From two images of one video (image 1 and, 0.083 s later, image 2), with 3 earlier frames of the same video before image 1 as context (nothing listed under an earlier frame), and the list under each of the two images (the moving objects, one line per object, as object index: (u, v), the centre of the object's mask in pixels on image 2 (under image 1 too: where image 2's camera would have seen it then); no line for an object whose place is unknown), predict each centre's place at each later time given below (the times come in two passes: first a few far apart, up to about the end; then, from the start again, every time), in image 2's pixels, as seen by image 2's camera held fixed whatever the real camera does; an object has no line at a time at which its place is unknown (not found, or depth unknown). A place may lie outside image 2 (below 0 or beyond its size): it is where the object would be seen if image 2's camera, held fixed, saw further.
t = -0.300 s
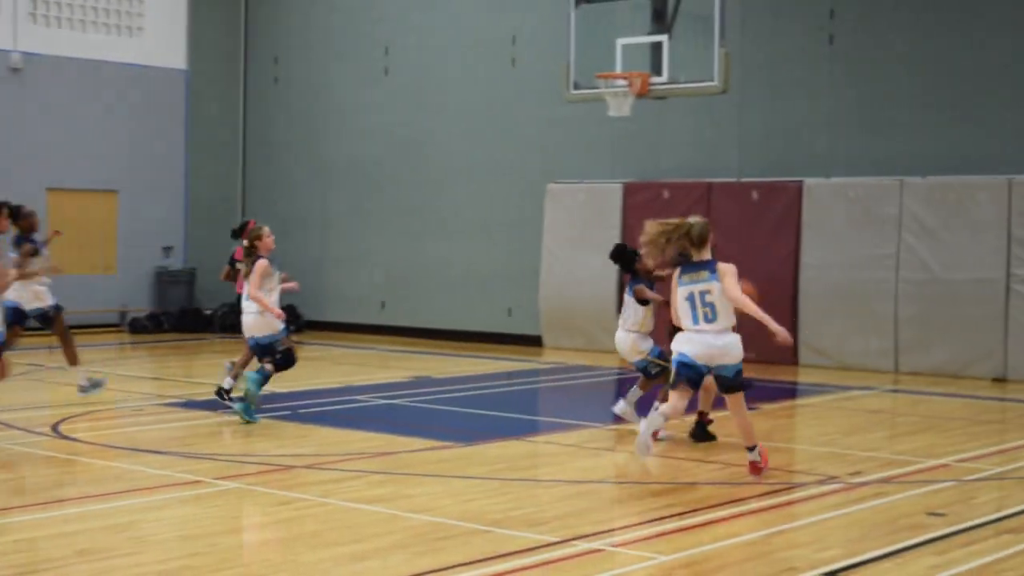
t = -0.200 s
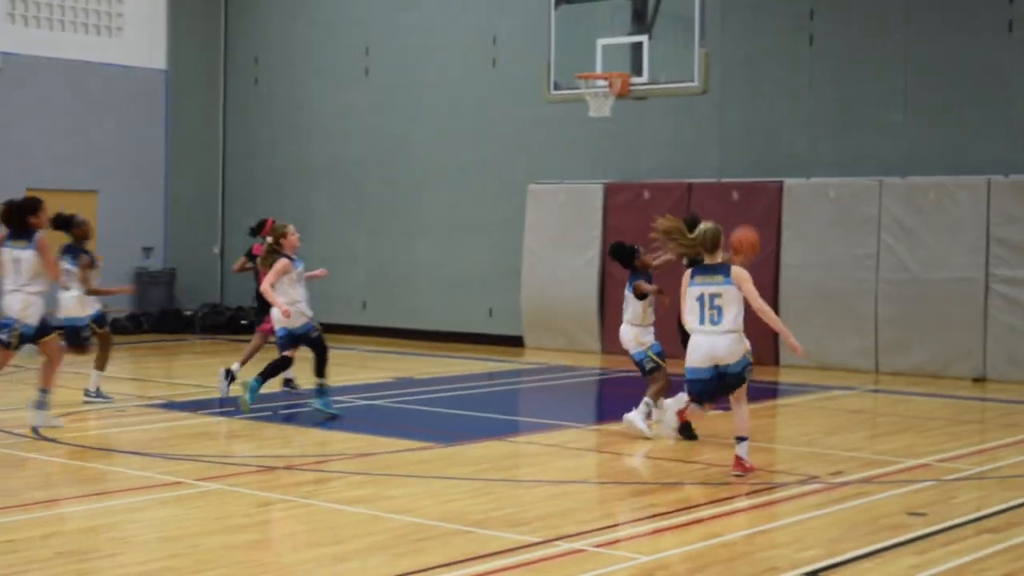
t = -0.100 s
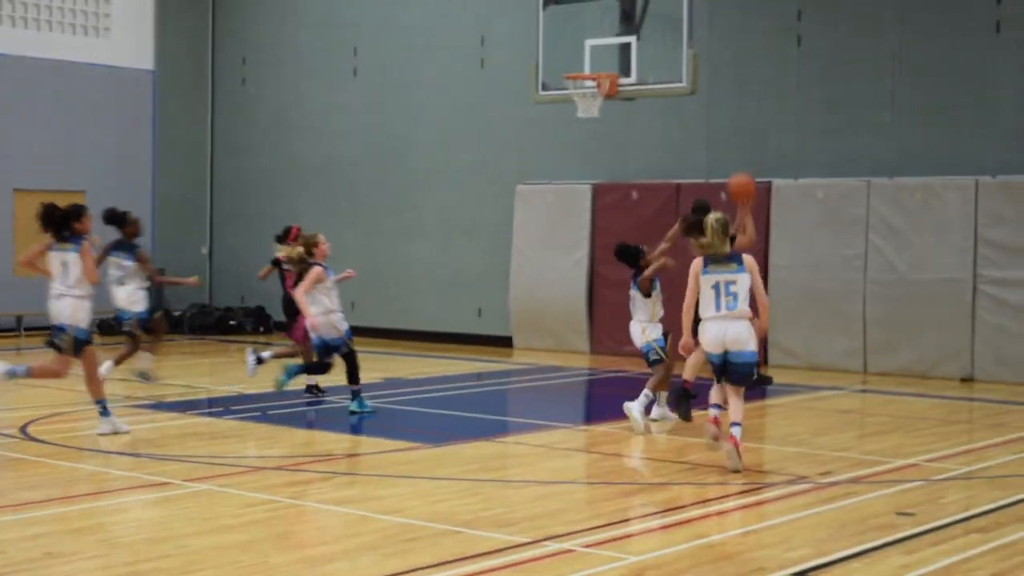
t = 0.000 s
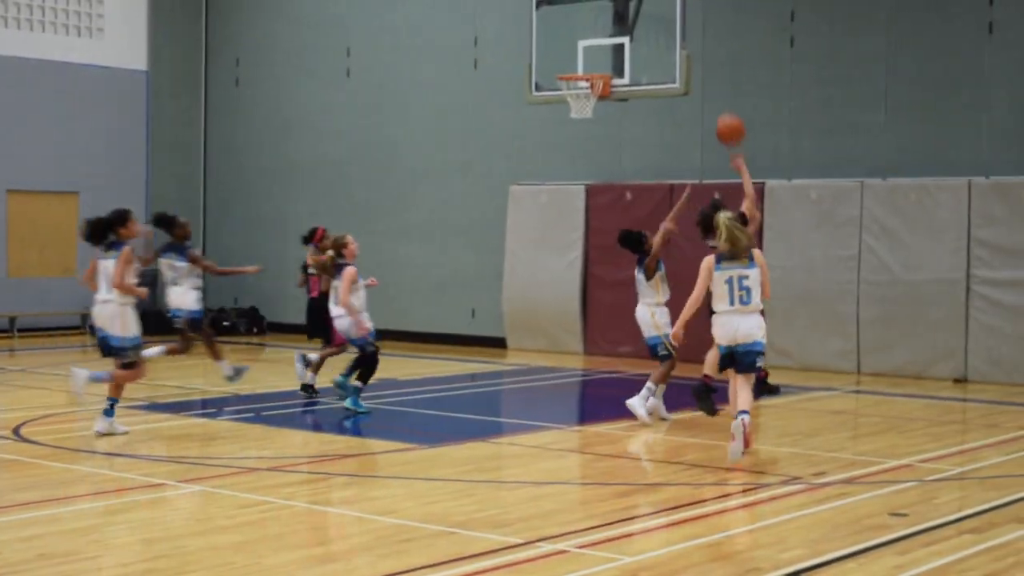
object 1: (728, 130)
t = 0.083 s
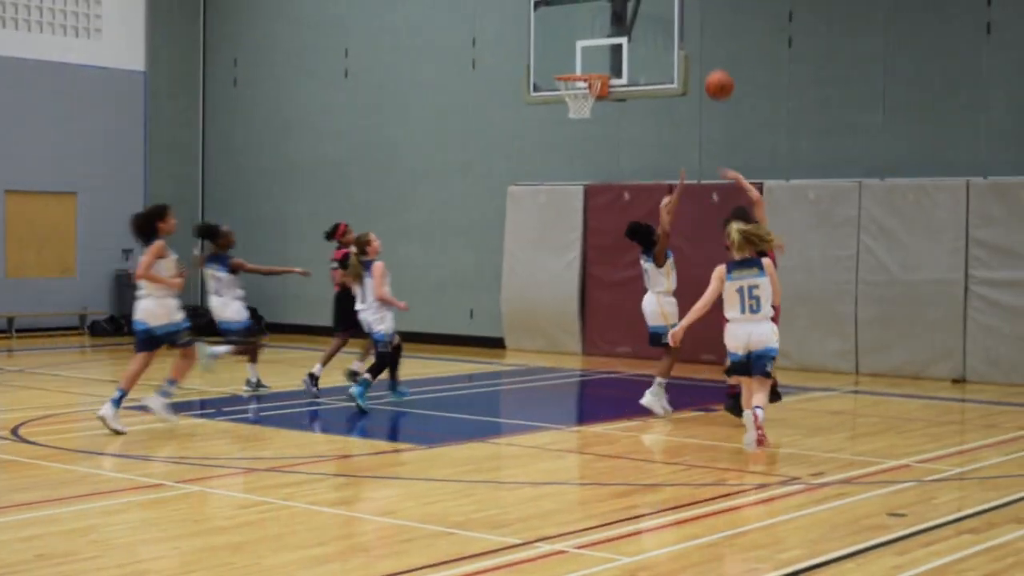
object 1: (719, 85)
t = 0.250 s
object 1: (703, 28)
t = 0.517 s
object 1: (680, 9)
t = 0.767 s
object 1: (645, 38)
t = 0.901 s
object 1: (623, 84)
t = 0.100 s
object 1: (718, 77)
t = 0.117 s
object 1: (716, 70)
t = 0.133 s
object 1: (714, 64)
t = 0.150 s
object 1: (713, 57)
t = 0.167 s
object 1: (711, 52)
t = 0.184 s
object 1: (709, 47)
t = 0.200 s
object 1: (708, 41)
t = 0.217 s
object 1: (706, 37)
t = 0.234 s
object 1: (705, 32)
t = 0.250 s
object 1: (703, 28)
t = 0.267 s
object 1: (702, 25)
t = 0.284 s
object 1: (700, 21)
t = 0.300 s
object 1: (698, 19)
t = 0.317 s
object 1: (697, 16)
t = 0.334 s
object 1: (695, 14)
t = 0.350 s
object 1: (694, 12)
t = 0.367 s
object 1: (693, 10)
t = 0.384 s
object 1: (691, 10)
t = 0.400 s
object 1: (690, 9)
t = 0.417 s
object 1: (688, 8)
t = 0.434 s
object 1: (687, 8)
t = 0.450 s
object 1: (686, 8)
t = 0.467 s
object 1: (684, 8)
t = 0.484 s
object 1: (683, 8)
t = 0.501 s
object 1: (681, 9)
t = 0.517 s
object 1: (680, 9)
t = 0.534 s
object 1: (678, 11)
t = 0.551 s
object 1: (677, 11)
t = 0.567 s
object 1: (675, 12)
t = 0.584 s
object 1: (673, 12)
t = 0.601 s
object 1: (670, 13)
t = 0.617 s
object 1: (667, 15)
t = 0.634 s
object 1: (664, 16)
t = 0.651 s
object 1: (663, 18)
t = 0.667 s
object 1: (660, 19)
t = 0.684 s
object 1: (658, 22)
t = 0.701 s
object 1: (655, 25)
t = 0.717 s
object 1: (652, 28)
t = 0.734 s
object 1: (650, 31)
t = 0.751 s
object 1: (648, 35)
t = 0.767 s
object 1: (645, 38)
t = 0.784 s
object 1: (642, 43)
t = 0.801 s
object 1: (640, 47)
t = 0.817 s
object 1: (637, 53)
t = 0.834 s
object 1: (634, 59)
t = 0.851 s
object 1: (631, 64)
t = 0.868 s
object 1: (629, 70)
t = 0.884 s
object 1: (626, 76)
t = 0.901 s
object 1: (623, 84)
